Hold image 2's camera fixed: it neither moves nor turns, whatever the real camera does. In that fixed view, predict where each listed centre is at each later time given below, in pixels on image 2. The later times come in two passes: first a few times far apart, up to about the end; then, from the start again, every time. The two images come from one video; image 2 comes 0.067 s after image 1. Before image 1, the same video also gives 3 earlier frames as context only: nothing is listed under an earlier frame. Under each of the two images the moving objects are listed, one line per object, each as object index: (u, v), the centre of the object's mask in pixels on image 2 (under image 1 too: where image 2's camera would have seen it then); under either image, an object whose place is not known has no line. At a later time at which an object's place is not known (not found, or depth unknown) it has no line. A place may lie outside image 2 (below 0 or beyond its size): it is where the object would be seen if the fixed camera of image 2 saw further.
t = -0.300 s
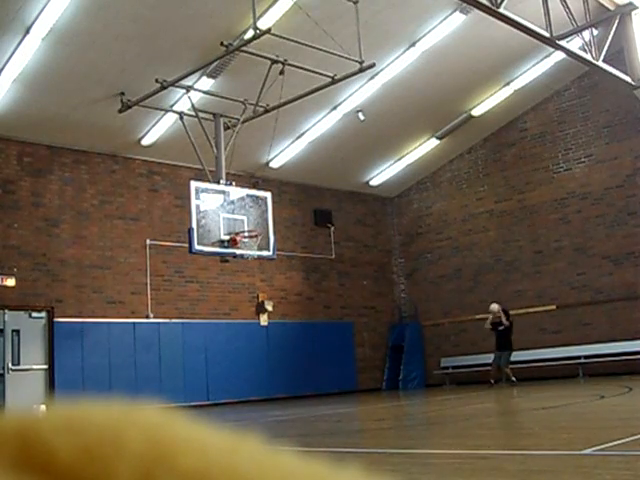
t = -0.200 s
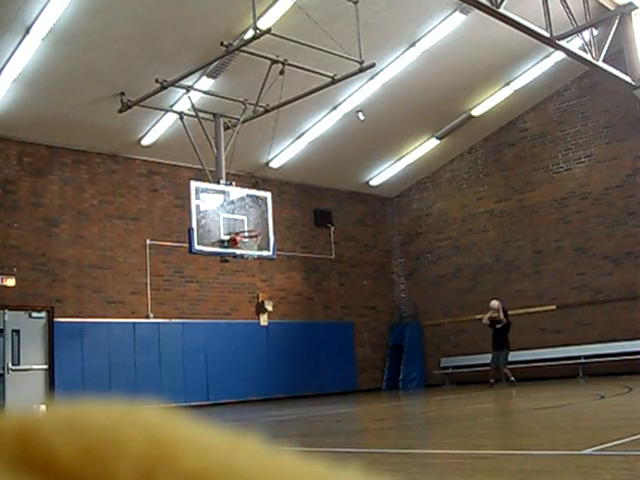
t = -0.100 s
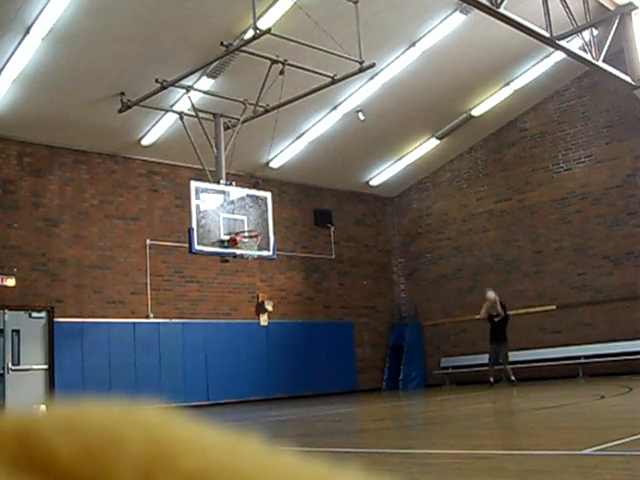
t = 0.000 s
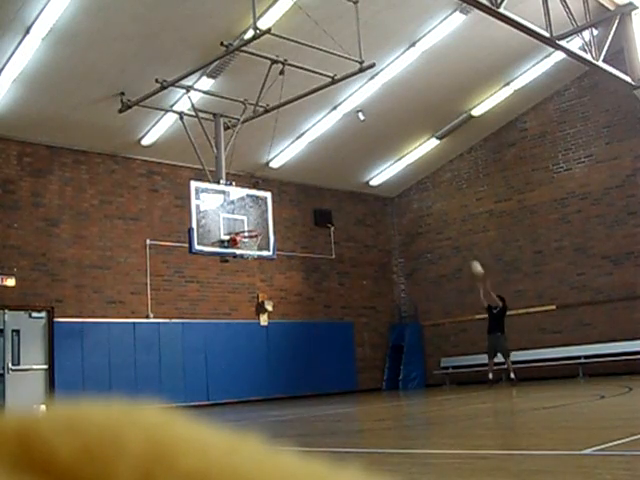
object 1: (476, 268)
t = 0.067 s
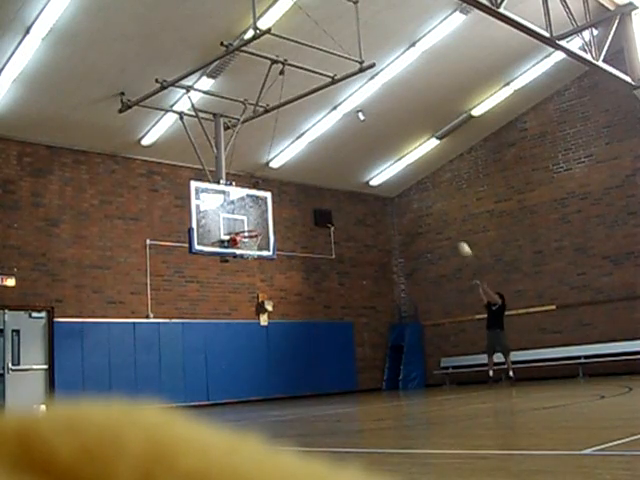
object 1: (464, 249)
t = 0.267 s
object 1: (428, 204)
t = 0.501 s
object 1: (386, 175)
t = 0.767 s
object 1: (339, 167)
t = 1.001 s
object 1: (296, 192)
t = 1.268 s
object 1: (277, 214)
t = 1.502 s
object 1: (304, 201)
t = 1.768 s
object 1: (340, 222)
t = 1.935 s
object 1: (364, 257)
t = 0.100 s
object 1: (458, 241)
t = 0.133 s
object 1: (453, 232)
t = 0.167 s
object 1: (447, 224)
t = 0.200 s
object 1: (440, 217)
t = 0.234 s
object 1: (435, 210)
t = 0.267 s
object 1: (428, 204)
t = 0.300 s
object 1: (422, 198)
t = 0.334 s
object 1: (417, 192)
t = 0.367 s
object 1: (411, 188)
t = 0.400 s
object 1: (405, 183)
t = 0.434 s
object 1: (400, 179)
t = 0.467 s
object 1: (396, 177)
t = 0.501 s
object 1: (386, 175)
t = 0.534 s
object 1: (380, 170)
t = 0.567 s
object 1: (374, 168)
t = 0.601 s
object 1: (369, 167)
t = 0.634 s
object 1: (363, 166)
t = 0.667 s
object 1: (358, 165)
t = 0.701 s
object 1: (352, 165)
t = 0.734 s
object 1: (346, 166)
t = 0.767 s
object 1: (339, 167)
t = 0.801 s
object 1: (333, 168)
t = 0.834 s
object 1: (327, 171)
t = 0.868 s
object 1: (321, 173)
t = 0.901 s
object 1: (315, 177)
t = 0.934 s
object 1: (308, 182)
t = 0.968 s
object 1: (302, 186)
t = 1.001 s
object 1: (296, 192)
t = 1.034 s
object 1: (290, 197)
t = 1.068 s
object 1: (284, 203)
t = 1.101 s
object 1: (279, 210)
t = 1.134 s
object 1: (274, 218)
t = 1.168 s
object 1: (266, 226)
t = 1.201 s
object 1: (271, 223)
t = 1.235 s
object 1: (273, 218)
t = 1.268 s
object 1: (277, 214)
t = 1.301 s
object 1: (280, 210)
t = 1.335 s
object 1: (284, 207)
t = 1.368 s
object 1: (288, 205)
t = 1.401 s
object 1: (292, 203)
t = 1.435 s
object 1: (296, 202)
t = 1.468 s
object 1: (300, 201)
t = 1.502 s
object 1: (304, 201)
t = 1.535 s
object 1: (308, 201)
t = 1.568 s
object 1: (313, 203)
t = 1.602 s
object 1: (317, 204)
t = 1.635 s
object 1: (321, 207)
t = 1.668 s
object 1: (326, 210)
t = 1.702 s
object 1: (331, 213)
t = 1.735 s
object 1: (335, 217)
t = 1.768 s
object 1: (340, 222)
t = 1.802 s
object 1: (344, 228)
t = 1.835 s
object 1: (349, 234)
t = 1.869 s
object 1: (354, 241)
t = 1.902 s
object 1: (359, 249)
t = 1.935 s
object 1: (364, 257)
